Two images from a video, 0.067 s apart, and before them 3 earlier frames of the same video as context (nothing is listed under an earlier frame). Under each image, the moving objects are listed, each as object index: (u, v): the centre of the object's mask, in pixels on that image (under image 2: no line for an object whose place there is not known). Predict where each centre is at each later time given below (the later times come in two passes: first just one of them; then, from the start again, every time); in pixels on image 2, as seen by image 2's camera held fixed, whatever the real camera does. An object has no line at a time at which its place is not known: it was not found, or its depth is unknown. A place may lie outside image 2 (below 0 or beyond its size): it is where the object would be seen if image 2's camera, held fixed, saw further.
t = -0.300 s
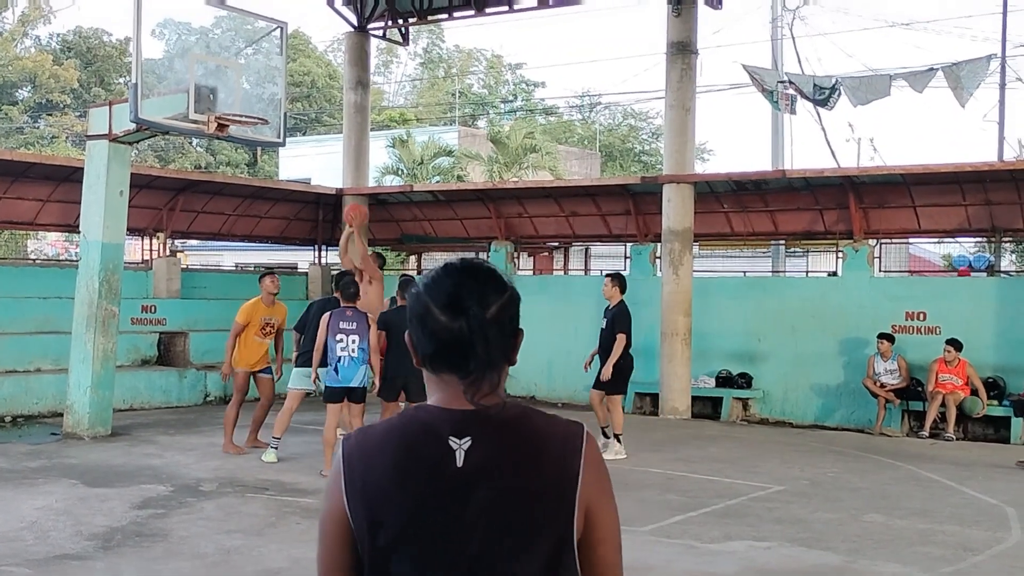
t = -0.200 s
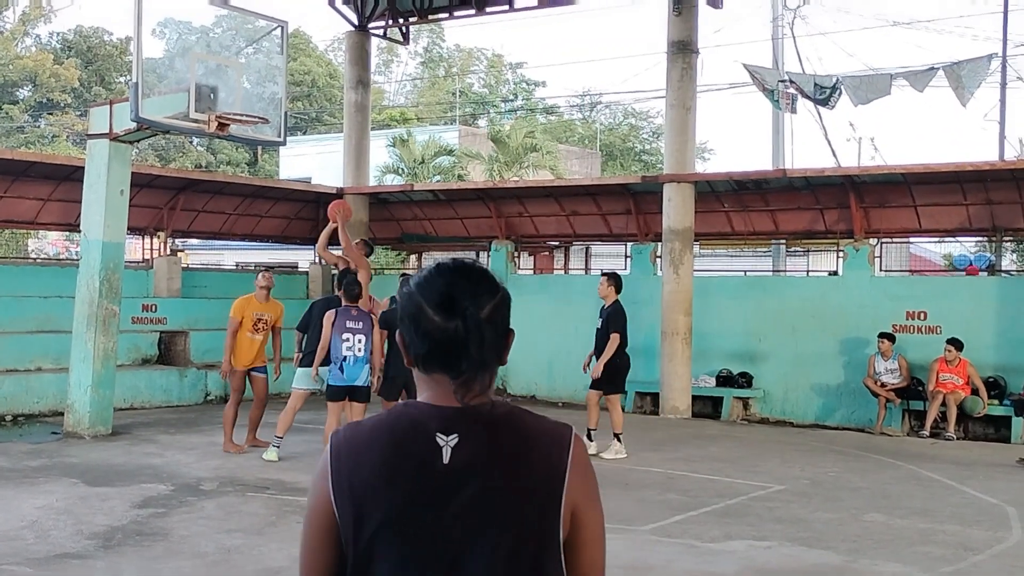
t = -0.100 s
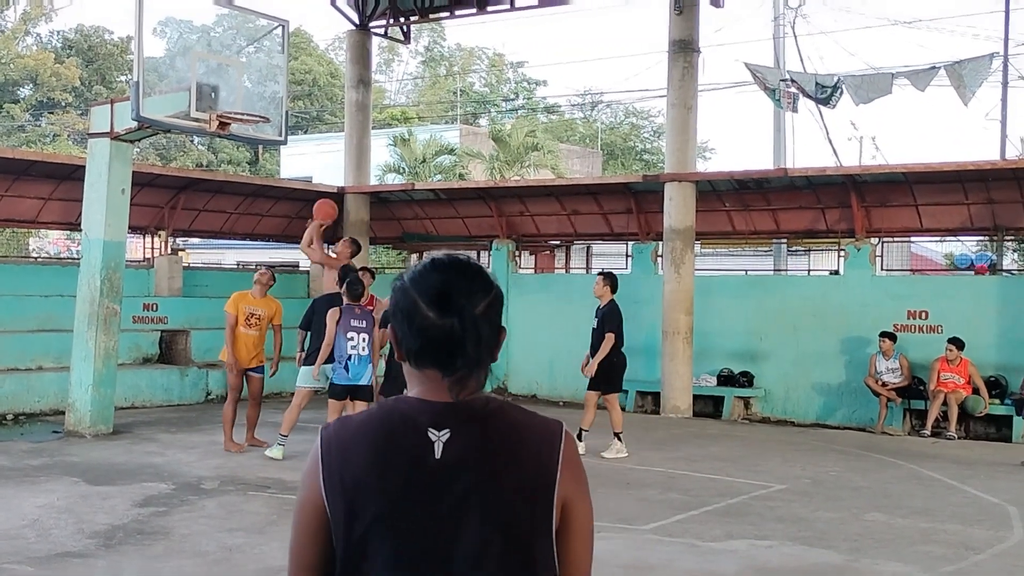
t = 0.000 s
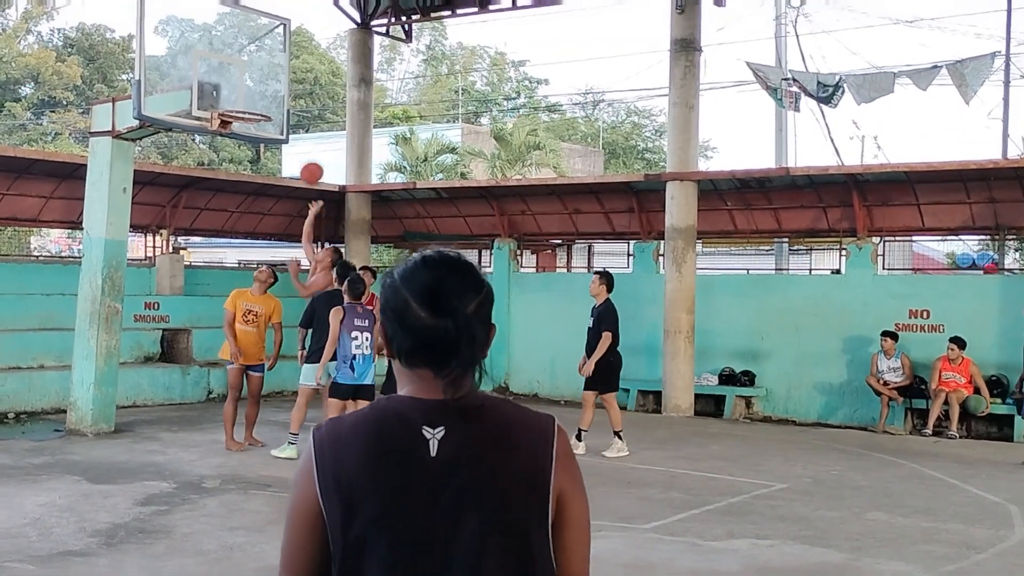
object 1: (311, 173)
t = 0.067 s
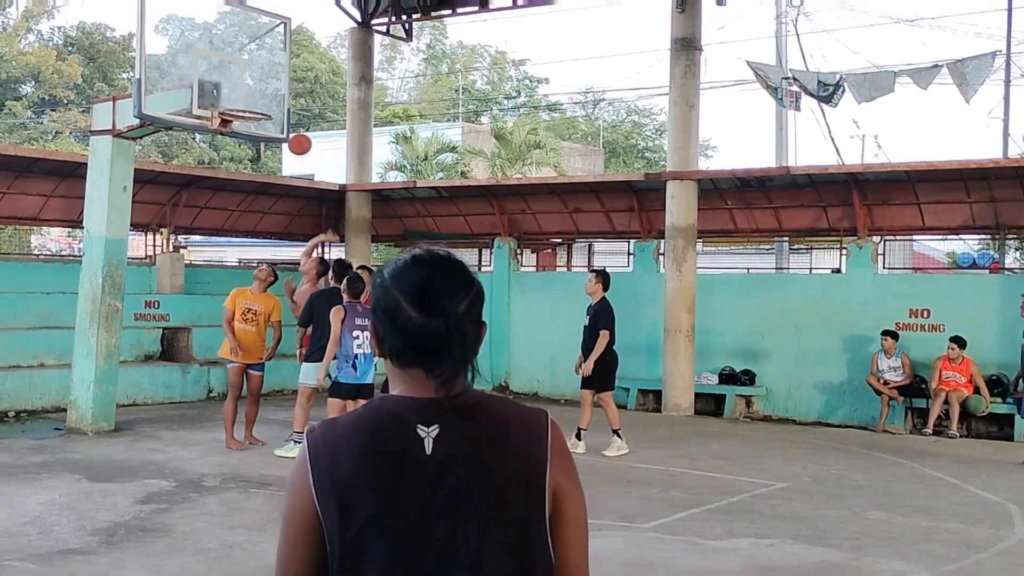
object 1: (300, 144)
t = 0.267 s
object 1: (261, 89)
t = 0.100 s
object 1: (293, 132)
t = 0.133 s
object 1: (287, 121)
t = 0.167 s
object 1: (281, 112)
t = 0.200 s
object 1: (274, 103)
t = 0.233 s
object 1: (268, 96)
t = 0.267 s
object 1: (261, 89)
